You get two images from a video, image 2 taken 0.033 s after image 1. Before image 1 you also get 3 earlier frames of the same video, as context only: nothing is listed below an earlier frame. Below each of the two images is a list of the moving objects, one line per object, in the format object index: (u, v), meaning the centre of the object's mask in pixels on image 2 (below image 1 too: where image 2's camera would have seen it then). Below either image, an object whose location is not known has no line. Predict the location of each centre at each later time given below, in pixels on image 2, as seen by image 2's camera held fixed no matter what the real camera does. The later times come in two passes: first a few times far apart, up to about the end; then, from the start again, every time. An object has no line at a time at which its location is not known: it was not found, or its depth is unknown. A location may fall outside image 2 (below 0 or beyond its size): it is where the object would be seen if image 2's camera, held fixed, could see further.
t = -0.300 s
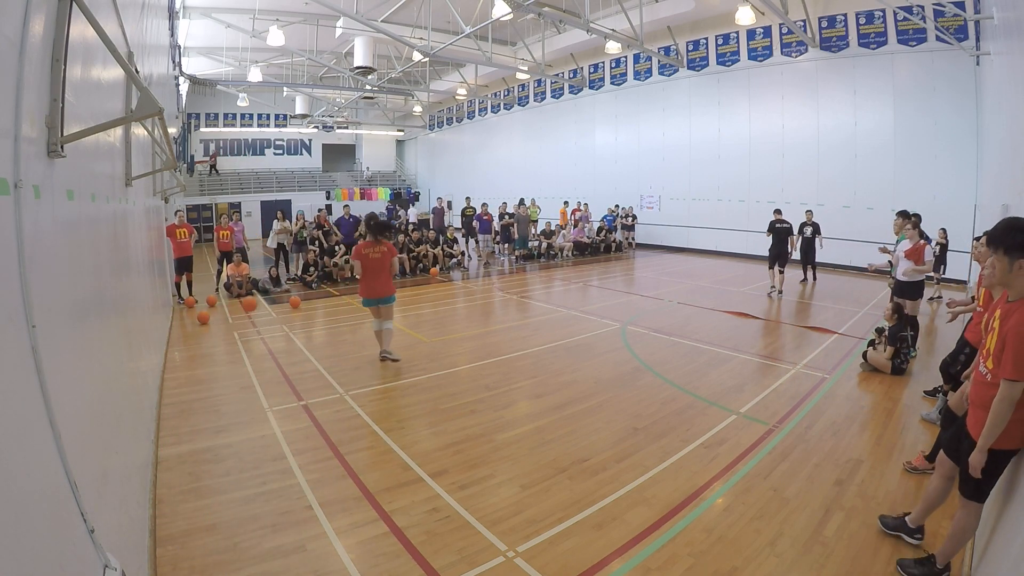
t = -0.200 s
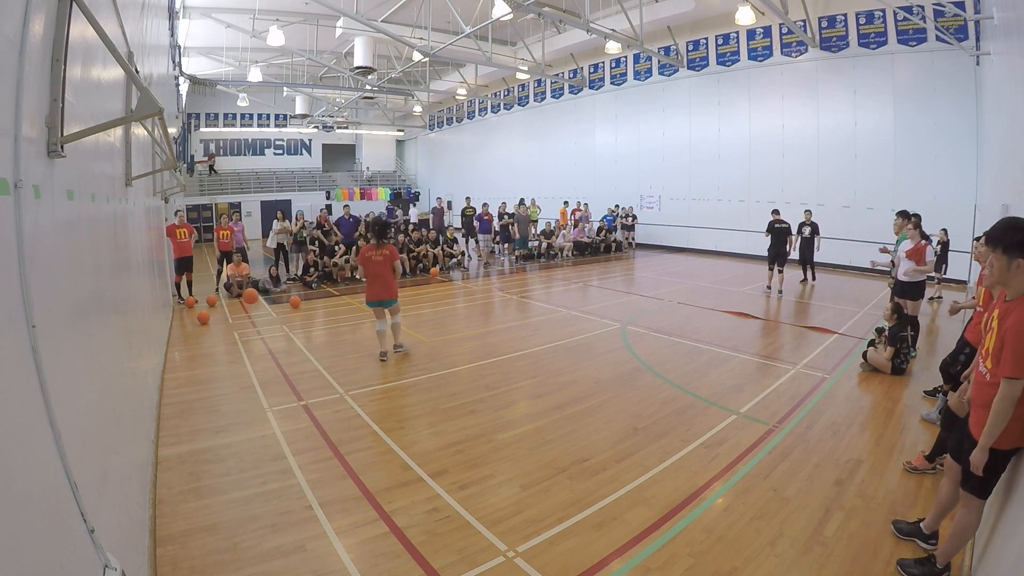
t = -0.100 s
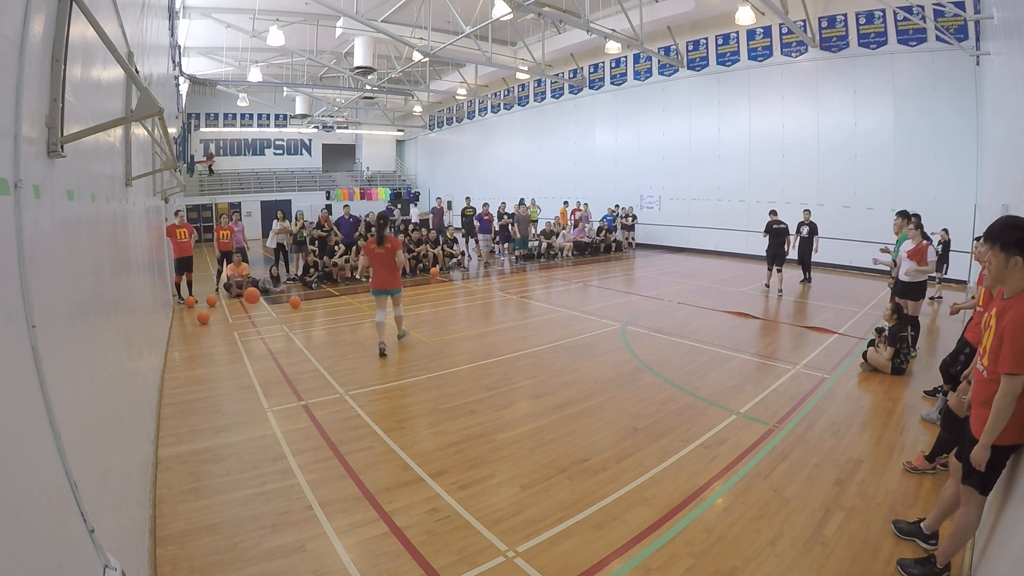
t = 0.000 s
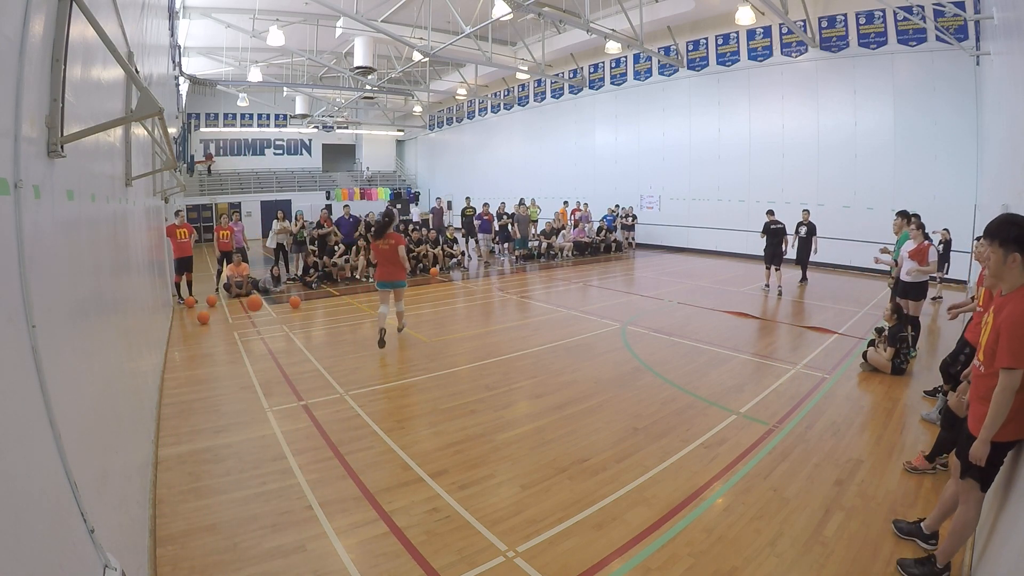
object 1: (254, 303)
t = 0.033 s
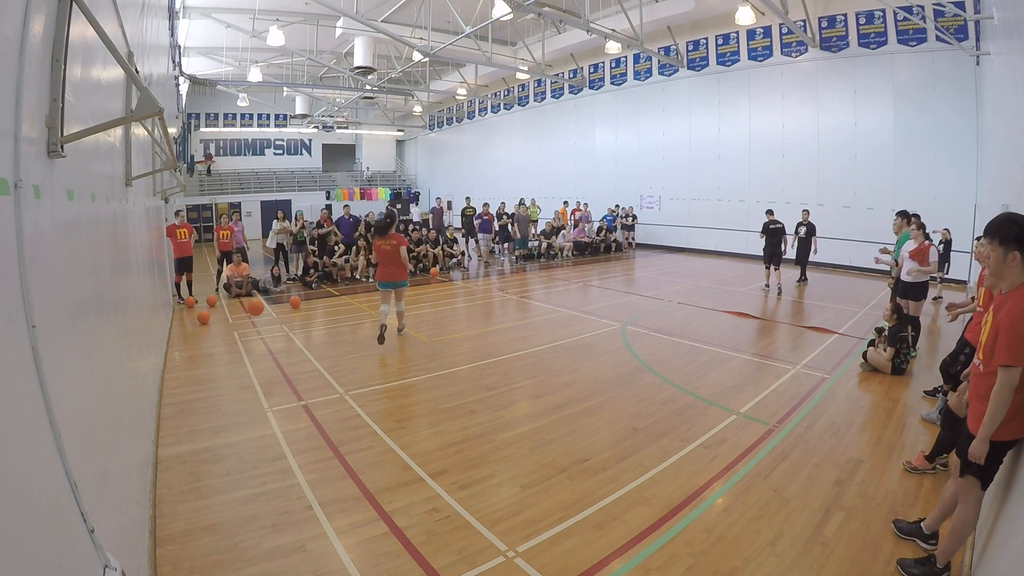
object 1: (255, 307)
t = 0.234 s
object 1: (264, 353)
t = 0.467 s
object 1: (267, 341)
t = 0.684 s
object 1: (274, 370)
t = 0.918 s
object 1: (282, 376)
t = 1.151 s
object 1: (292, 393)
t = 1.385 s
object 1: (305, 411)
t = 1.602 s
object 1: (317, 426)
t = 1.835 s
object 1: (333, 443)
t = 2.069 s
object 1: (352, 462)
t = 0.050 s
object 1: (256, 310)
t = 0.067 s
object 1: (256, 313)
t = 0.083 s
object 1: (257, 316)
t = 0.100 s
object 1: (258, 319)
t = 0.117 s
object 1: (258, 322)
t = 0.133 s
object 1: (259, 326)
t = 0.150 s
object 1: (260, 330)
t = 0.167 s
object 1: (261, 334)
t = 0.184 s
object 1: (262, 338)
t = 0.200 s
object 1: (263, 343)
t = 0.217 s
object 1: (264, 348)
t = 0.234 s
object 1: (264, 353)
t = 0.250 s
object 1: (265, 353)
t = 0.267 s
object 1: (265, 350)
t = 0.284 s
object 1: (265, 348)
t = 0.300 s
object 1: (265, 346)
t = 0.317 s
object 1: (265, 345)
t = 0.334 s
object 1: (265, 344)
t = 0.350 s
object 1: (265, 342)
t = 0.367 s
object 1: (265, 342)
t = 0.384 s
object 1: (265, 341)
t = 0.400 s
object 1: (265, 340)
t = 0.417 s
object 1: (266, 340)
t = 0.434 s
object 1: (266, 340)
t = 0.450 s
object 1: (266, 340)
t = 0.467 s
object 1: (267, 341)
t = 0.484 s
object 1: (267, 341)
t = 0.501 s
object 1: (268, 342)
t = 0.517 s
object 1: (268, 343)
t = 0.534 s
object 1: (269, 345)
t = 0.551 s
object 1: (269, 347)
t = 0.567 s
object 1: (270, 348)
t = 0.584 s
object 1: (270, 351)
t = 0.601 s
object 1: (271, 353)
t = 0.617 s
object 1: (272, 356)
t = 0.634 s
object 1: (272, 359)
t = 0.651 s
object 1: (273, 362)
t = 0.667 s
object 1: (274, 366)
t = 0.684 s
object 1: (274, 370)
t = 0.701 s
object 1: (275, 374)
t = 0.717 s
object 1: (276, 375)
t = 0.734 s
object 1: (276, 373)
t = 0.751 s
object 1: (277, 372)
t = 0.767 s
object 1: (277, 371)
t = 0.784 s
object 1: (277, 371)
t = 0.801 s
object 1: (278, 370)
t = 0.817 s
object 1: (278, 370)
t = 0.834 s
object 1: (279, 371)
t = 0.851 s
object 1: (279, 371)
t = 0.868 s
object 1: (280, 372)
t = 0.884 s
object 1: (281, 373)
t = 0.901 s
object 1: (281, 374)
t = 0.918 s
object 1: (282, 376)
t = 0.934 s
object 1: (283, 378)
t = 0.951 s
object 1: (284, 380)
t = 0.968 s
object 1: (284, 382)
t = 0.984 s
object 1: (285, 385)
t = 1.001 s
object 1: (286, 389)
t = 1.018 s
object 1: (287, 391)
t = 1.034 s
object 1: (288, 390)
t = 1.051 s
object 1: (288, 390)
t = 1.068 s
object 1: (289, 390)
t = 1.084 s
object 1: (289, 390)
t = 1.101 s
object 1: (290, 390)
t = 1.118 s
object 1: (291, 391)
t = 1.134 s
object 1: (292, 392)
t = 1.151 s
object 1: (292, 393)
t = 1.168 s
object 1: (293, 395)
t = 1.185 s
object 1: (294, 397)
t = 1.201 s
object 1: (295, 399)
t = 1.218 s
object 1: (296, 402)
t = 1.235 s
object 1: (297, 402)
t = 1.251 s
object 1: (297, 403)
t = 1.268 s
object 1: (298, 403)
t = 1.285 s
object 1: (299, 404)
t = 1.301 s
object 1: (300, 405)
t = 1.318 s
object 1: (301, 406)
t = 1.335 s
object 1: (302, 408)
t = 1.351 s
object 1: (303, 410)
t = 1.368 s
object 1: (304, 411)
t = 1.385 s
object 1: (305, 411)
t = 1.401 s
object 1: (305, 412)
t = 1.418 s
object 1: (306, 413)
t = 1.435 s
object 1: (307, 414)
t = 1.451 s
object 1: (308, 416)
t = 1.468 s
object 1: (309, 417)
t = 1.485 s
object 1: (310, 418)
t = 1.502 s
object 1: (311, 419)
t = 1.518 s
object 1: (312, 420)
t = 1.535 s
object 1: (313, 422)
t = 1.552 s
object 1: (314, 423)
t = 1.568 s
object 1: (315, 424)
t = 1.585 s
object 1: (316, 425)
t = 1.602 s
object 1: (317, 426)
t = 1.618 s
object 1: (318, 427)
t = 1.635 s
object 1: (319, 428)
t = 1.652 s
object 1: (320, 430)
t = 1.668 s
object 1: (321, 431)
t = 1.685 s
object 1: (322, 432)
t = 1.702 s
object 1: (324, 433)
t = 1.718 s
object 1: (325, 434)
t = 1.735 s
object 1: (326, 436)
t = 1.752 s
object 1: (327, 437)
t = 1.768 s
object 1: (328, 438)
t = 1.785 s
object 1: (329, 439)
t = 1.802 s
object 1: (331, 440)
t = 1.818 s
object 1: (332, 442)
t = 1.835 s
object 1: (333, 443)
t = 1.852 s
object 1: (334, 444)
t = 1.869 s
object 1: (336, 445)
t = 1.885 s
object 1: (337, 447)
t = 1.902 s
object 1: (338, 448)
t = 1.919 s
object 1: (339, 450)
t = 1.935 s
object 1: (341, 451)
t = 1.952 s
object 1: (342, 452)
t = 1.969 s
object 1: (343, 454)
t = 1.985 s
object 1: (345, 455)
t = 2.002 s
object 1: (346, 456)
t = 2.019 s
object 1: (347, 457)
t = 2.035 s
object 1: (349, 459)
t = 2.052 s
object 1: (350, 461)
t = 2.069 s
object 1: (352, 462)
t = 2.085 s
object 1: (353, 463)
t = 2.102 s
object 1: (355, 465)
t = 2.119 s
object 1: (356, 466)
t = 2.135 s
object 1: (358, 467)
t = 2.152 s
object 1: (360, 469)
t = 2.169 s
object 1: (361, 470)
